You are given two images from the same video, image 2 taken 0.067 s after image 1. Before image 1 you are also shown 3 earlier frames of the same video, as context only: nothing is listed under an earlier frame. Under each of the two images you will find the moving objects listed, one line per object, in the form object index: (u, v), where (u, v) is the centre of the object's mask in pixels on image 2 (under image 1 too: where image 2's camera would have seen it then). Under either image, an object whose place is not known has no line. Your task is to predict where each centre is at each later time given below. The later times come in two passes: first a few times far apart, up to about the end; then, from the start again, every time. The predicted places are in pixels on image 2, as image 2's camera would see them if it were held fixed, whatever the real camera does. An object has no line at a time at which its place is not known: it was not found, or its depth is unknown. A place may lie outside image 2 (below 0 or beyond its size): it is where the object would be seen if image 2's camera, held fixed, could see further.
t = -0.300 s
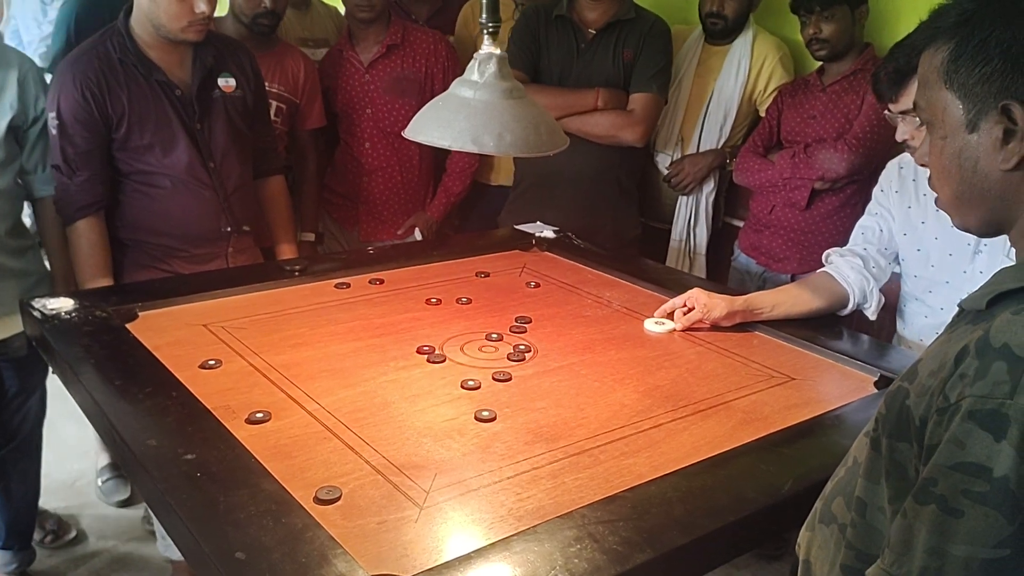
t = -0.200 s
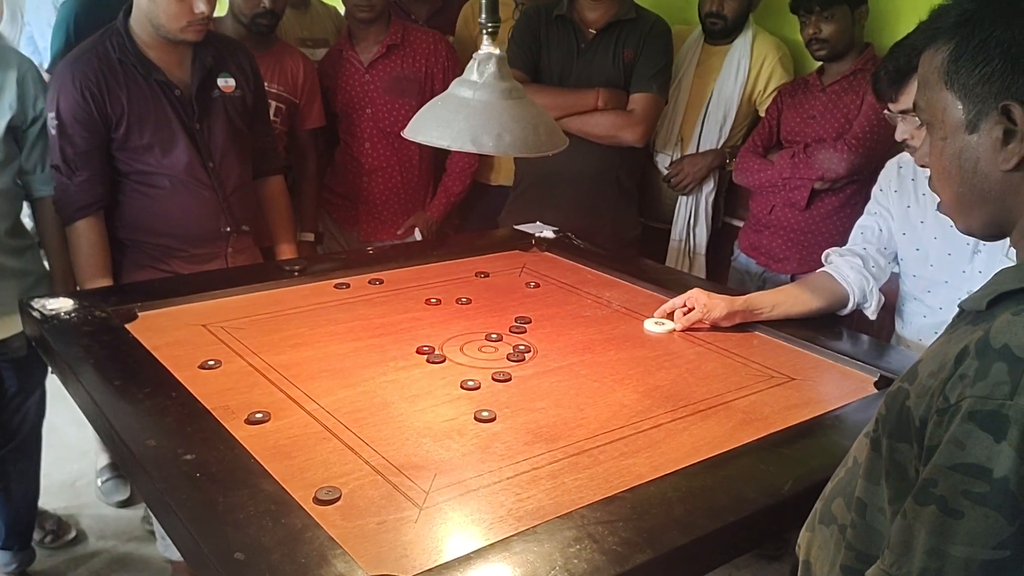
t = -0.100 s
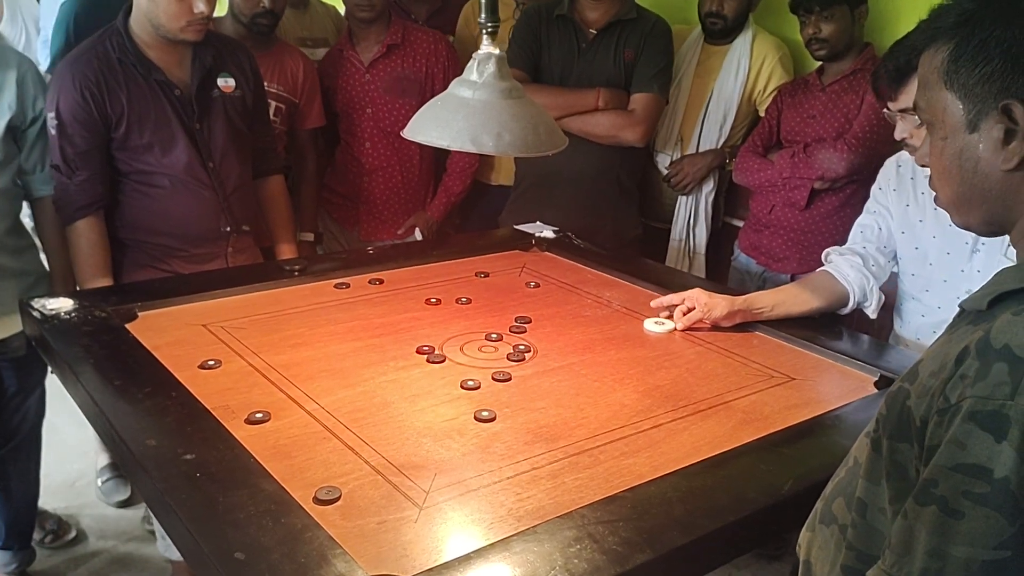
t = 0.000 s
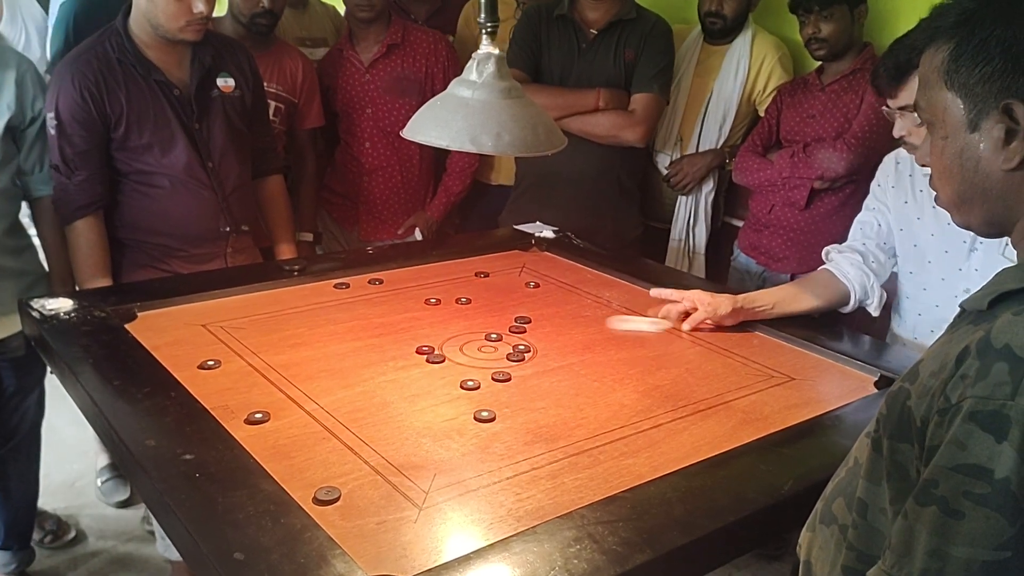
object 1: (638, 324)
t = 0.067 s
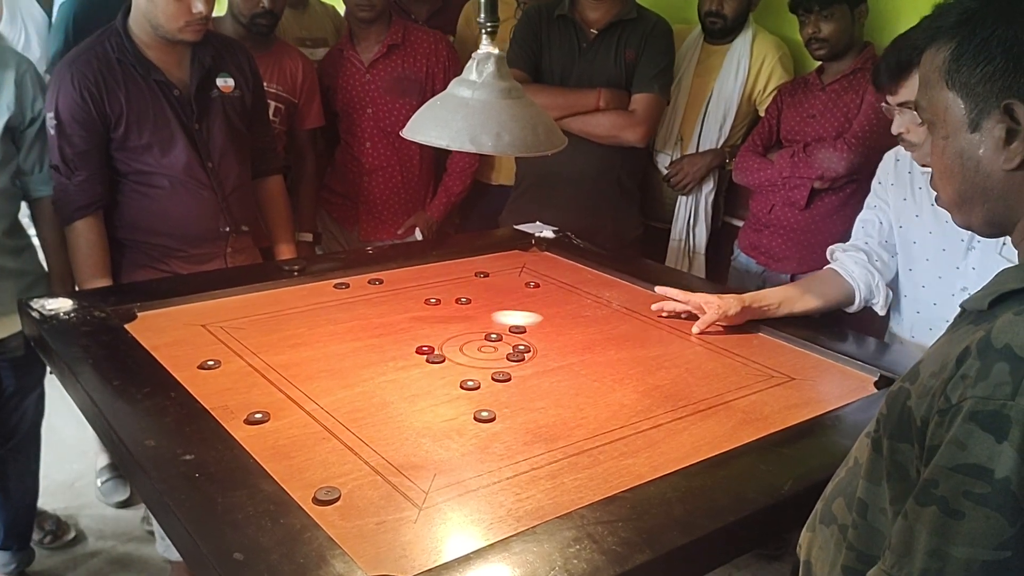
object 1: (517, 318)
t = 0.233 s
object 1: (319, 307)
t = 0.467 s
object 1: (191, 344)
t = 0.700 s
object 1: (397, 349)
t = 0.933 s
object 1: (477, 347)
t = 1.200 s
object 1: (484, 347)
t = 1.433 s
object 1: (484, 347)
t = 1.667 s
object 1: (484, 347)
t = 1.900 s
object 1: (485, 347)
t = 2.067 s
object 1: (484, 347)
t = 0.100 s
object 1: (476, 316)
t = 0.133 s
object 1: (437, 314)
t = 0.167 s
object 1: (397, 311)
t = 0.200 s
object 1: (358, 309)
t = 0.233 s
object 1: (319, 307)
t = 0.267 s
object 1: (280, 305)
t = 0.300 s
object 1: (240, 303)
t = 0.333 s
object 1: (213, 308)
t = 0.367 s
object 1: (195, 319)
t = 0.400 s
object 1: (176, 331)
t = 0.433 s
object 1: (163, 342)
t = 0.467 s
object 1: (191, 344)
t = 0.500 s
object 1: (222, 345)
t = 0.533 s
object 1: (253, 346)
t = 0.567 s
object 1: (283, 346)
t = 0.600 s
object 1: (313, 347)
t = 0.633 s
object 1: (342, 348)
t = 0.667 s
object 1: (370, 348)
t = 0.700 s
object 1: (397, 349)
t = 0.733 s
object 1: (414, 350)
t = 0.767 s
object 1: (428, 350)
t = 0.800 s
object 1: (439, 349)
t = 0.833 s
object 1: (450, 349)
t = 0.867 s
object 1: (460, 348)
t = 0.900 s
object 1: (469, 347)
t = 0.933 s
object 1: (477, 347)
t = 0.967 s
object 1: (481, 347)
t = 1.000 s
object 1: (483, 347)
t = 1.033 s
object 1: (484, 347)
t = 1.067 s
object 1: (484, 347)
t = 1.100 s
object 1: (484, 347)
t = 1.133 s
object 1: (485, 347)
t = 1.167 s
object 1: (485, 347)
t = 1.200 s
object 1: (484, 347)
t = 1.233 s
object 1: (484, 347)
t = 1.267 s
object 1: (484, 347)
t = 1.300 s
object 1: (484, 347)
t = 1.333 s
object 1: (484, 347)
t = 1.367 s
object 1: (484, 347)
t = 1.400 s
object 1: (484, 347)
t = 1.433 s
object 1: (484, 347)
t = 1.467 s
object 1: (484, 347)
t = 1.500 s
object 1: (484, 347)
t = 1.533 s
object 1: (484, 347)
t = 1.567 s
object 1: (484, 347)
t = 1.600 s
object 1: (484, 347)
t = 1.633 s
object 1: (484, 347)
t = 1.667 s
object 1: (484, 347)
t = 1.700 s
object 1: (484, 347)
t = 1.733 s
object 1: (484, 347)
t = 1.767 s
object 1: (484, 347)
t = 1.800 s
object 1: (484, 347)
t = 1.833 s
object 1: (485, 347)
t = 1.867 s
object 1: (485, 347)
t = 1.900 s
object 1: (485, 347)
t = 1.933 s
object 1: (484, 347)
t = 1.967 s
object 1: (485, 347)
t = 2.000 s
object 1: (484, 347)
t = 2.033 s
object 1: (484, 347)
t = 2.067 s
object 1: (484, 347)
